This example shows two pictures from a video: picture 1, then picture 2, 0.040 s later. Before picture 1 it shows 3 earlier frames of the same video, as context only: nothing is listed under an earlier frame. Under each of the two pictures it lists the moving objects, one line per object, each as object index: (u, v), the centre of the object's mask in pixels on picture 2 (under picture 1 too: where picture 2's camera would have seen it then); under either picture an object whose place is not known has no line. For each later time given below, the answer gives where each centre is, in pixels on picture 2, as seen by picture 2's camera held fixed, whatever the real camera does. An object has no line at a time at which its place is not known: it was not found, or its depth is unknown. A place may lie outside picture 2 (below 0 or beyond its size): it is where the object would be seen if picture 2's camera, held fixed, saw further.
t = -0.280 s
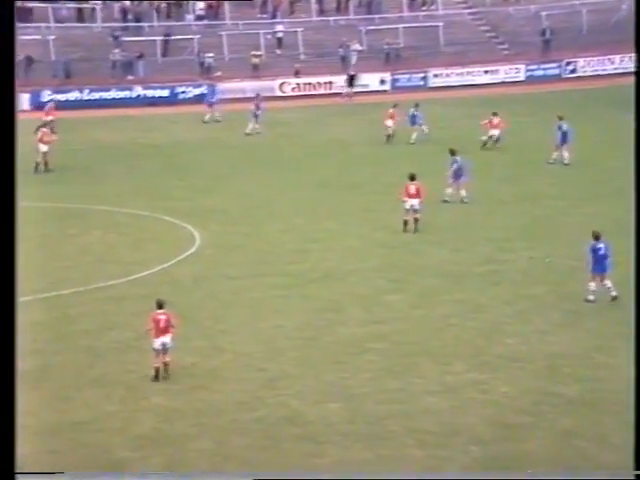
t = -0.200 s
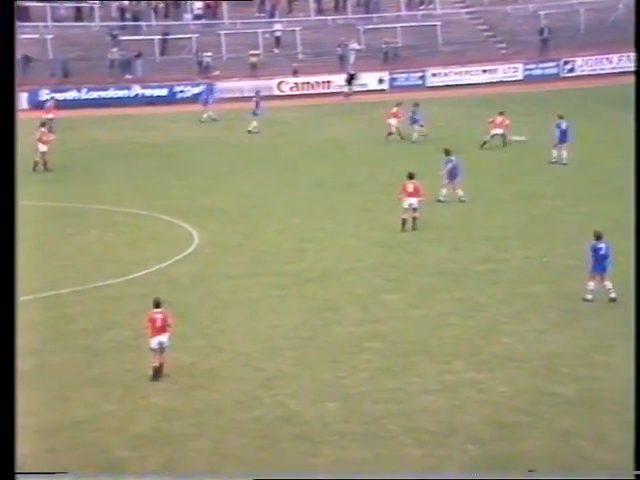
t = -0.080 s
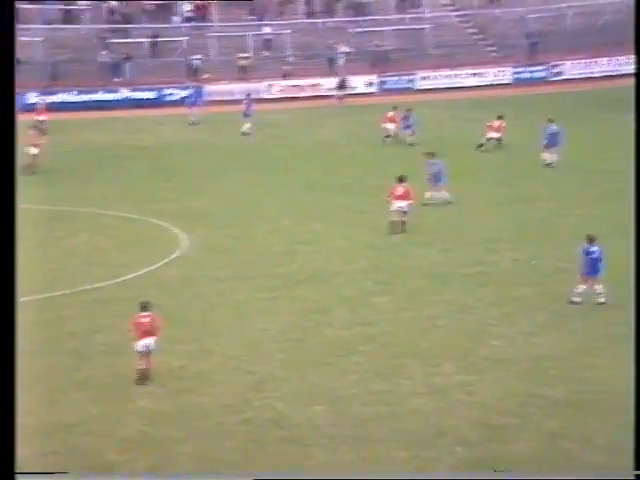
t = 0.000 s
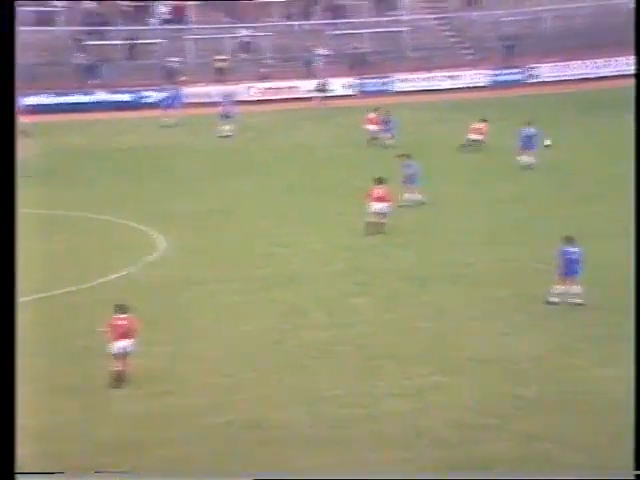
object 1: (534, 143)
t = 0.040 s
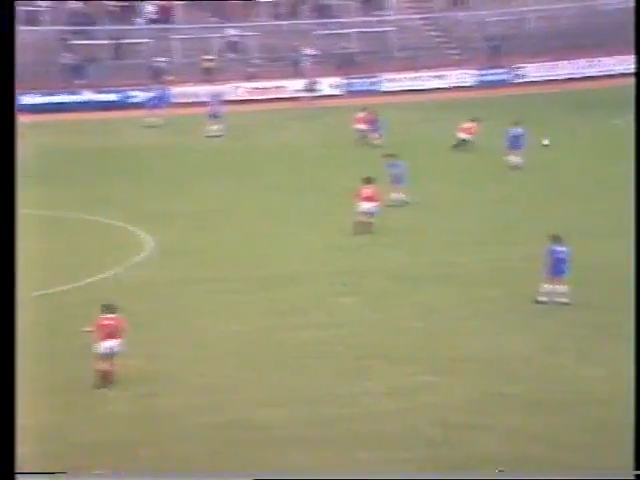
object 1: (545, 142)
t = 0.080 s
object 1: (557, 143)
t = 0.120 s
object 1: (568, 143)
